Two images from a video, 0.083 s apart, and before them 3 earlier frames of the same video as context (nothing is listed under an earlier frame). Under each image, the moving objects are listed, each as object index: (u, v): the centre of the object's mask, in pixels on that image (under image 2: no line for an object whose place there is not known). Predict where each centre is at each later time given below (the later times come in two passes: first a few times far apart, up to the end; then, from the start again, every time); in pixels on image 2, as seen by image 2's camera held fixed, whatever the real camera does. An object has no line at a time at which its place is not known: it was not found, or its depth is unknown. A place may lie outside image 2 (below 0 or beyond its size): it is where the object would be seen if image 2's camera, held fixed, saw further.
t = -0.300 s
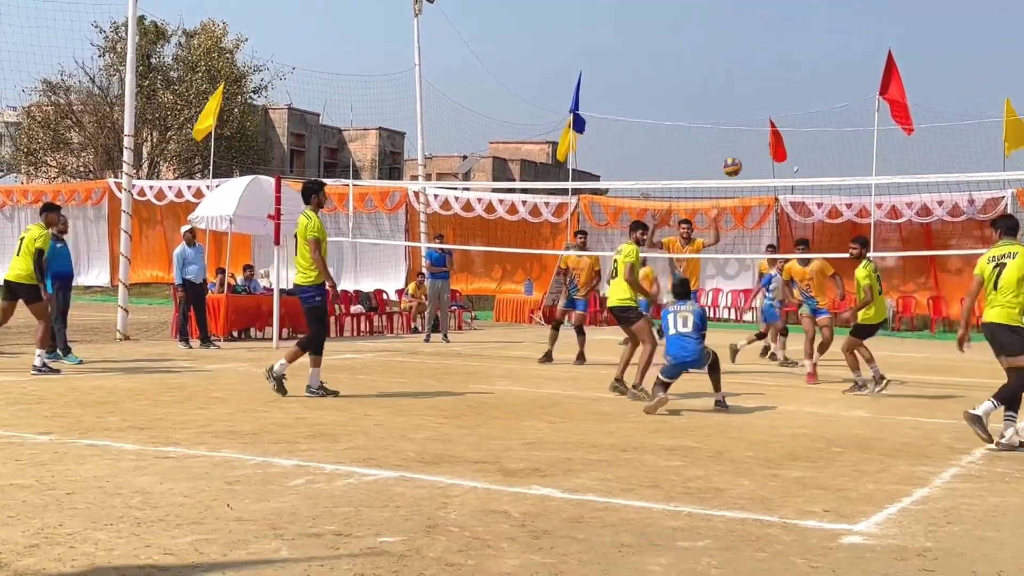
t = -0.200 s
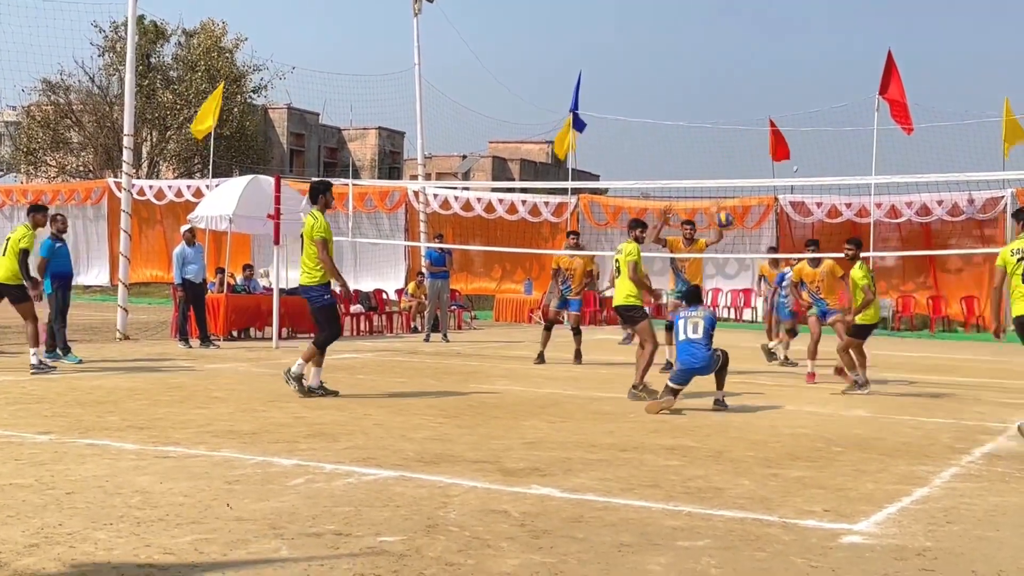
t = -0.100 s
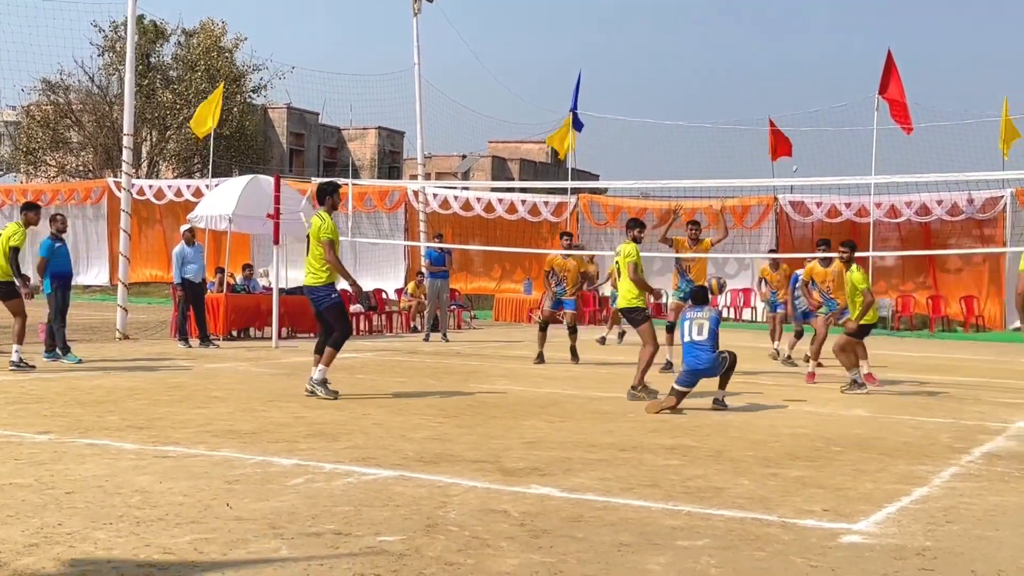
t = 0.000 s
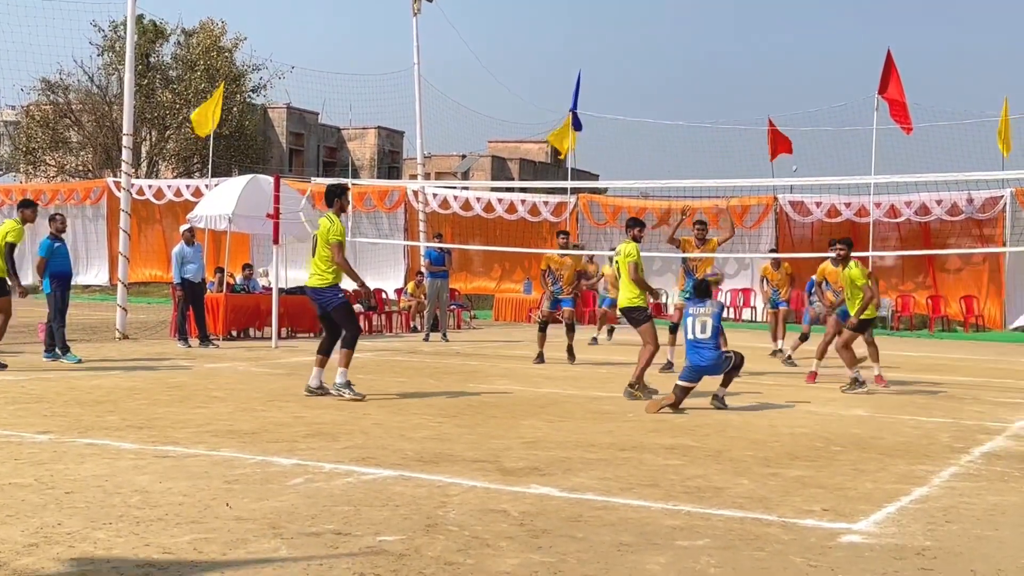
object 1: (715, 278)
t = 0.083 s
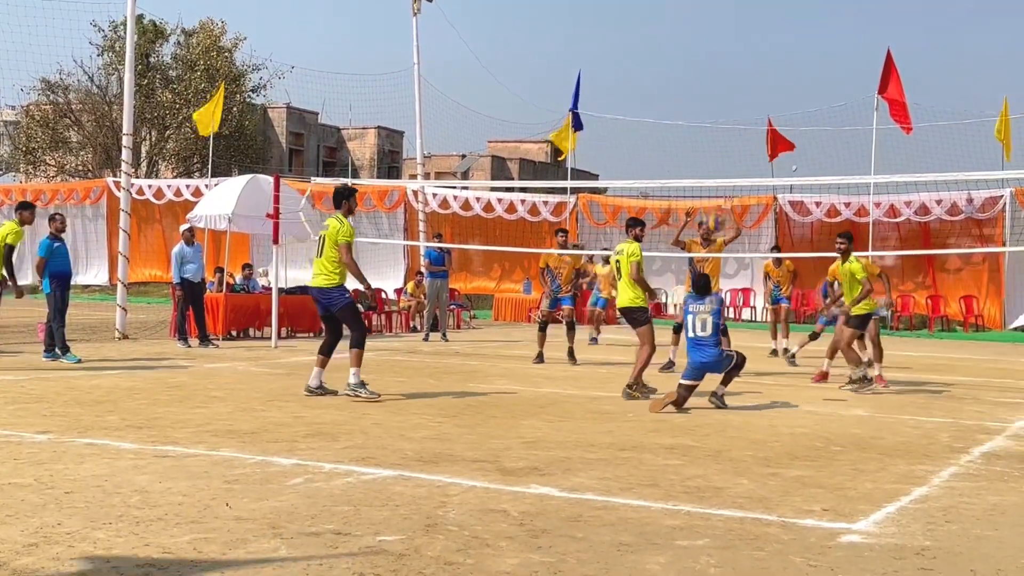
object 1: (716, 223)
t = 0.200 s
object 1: (718, 159)
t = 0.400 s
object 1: (721, 86)
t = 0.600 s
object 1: (723, 54)
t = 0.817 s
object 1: (723, 63)
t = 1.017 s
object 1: (721, 107)
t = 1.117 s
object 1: (720, 142)
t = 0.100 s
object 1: (715, 213)
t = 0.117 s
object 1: (716, 203)
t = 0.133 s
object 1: (716, 193)
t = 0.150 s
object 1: (717, 184)
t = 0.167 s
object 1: (717, 175)
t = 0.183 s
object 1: (717, 167)
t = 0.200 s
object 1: (718, 159)
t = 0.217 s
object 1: (718, 151)
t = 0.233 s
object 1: (719, 144)
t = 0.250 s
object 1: (719, 137)
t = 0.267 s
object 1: (719, 130)
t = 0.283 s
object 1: (719, 123)
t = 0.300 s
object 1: (720, 117)
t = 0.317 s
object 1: (720, 111)
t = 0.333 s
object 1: (720, 105)
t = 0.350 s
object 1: (721, 100)
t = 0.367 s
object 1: (721, 95)
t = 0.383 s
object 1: (721, 90)
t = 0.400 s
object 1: (721, 86)
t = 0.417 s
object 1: (722, 82)
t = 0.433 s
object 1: (722, 78)
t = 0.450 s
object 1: (722, 74)
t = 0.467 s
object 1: (722, 71)
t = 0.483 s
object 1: (723, 68)
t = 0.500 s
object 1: (723, 65)
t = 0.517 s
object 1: (723, 63)
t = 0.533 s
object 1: (723, 60)
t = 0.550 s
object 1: (723, 58)
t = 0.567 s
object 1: (723, 57)
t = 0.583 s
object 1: (723, 56)
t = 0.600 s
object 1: (723, 54)
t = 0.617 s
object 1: (723, 53)
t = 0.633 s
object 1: (723, 53)
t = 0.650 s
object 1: (723, 52)
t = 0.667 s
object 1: (723, 52)
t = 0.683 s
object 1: (723, 52)
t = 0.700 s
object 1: (723, 53)
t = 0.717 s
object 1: (723, 54)
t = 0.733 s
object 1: (723, 55)
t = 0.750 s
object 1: (723, 56)
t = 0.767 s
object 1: (723, 57)
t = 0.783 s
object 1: (723, 59)
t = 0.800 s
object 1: (723, 61)
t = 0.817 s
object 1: (723, 63)
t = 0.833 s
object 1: (723, 65)
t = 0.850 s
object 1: (723, 68)
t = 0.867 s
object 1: (723, 71)
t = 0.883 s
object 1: (722, 74)
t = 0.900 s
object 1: (722, 78)
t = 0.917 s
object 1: (722, 81)
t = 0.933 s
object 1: (722, 85)
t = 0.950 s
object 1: (722, 90)
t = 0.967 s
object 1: (722, 93)
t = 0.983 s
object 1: (721, 98)
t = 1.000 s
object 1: (721, 103)
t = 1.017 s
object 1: (721, 107)
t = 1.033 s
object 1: (721, 113)
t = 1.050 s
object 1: (721, 118)
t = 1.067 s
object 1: (720, 124)
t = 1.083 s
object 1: (720, 130)
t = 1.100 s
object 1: (720, 136)
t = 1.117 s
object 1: (720, 142)
